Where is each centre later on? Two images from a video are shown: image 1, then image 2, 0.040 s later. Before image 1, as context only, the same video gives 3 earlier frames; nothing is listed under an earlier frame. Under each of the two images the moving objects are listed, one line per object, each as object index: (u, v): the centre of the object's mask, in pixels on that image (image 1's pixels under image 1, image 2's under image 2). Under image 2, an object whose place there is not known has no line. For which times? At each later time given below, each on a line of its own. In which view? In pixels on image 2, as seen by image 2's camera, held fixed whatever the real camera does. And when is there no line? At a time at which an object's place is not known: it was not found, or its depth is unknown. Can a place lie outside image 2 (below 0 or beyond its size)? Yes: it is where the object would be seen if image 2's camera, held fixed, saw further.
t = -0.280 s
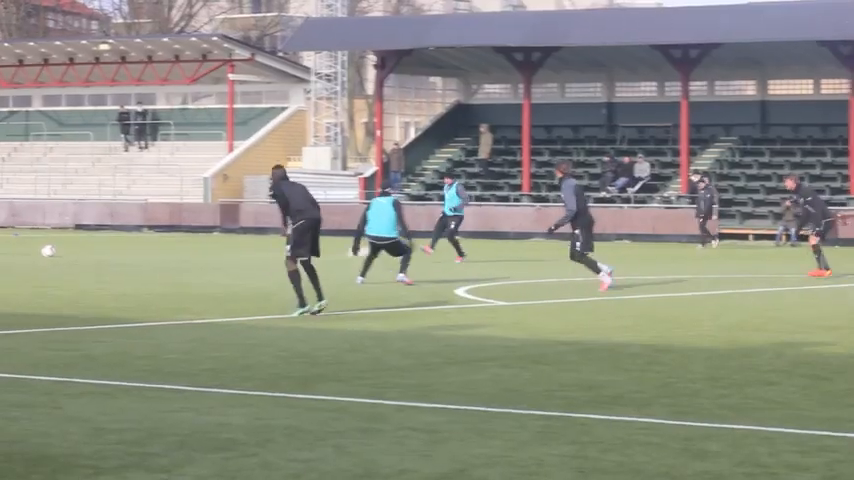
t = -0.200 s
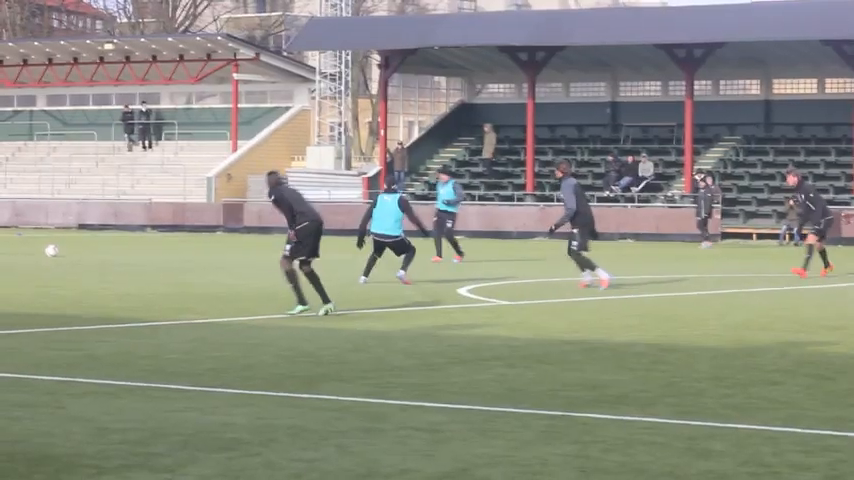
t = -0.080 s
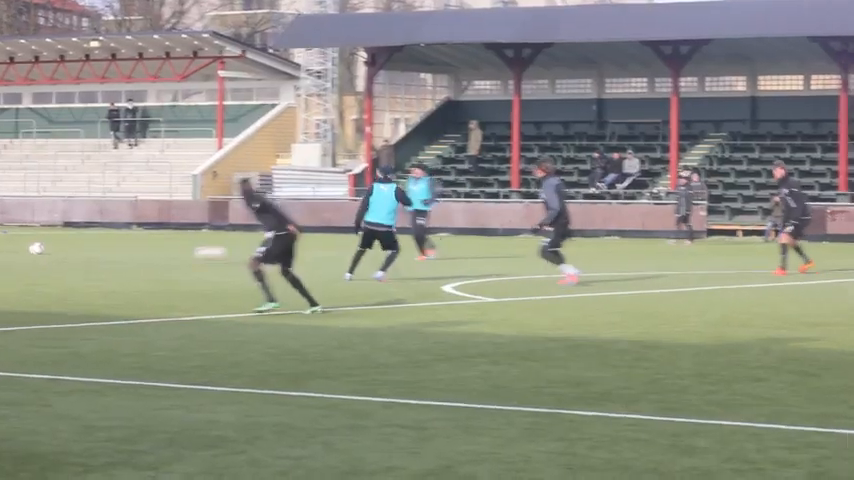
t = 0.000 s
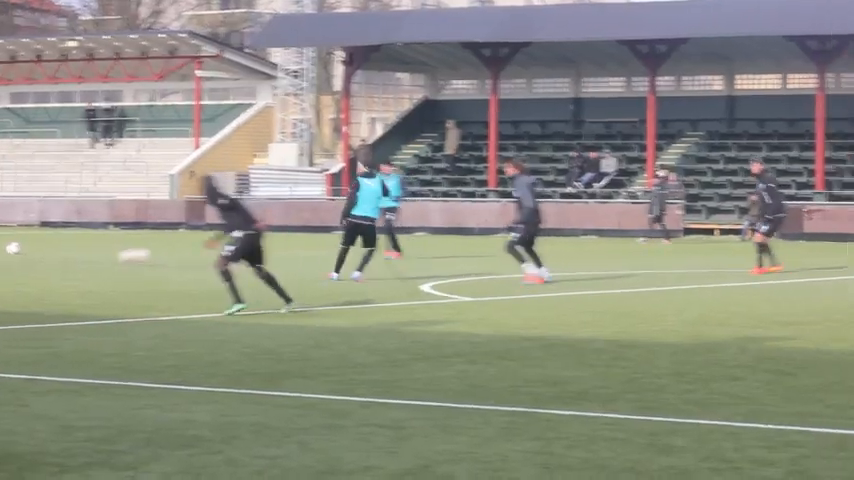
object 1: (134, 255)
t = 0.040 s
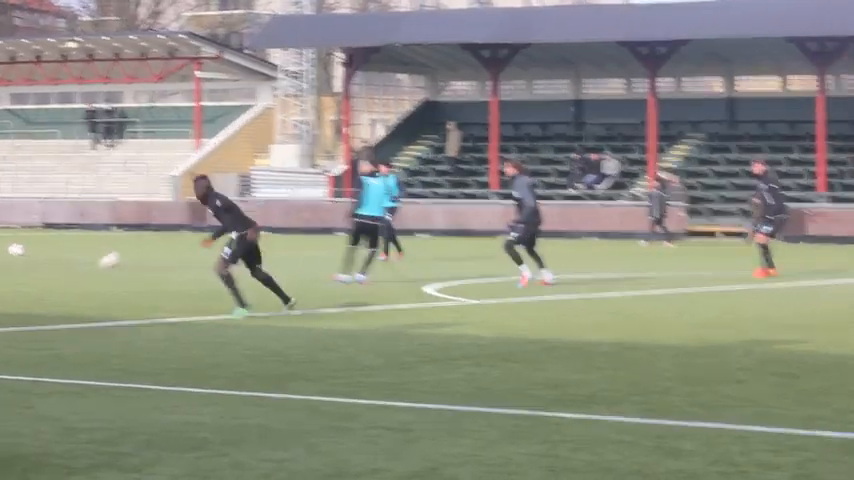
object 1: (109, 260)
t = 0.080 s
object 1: (84, 262)
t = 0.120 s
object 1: (62, 258)
